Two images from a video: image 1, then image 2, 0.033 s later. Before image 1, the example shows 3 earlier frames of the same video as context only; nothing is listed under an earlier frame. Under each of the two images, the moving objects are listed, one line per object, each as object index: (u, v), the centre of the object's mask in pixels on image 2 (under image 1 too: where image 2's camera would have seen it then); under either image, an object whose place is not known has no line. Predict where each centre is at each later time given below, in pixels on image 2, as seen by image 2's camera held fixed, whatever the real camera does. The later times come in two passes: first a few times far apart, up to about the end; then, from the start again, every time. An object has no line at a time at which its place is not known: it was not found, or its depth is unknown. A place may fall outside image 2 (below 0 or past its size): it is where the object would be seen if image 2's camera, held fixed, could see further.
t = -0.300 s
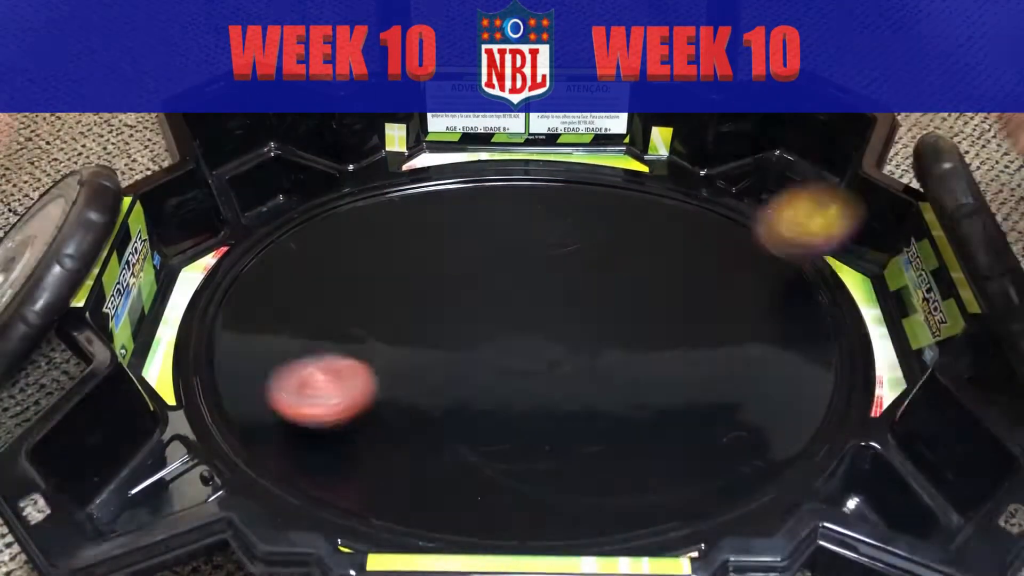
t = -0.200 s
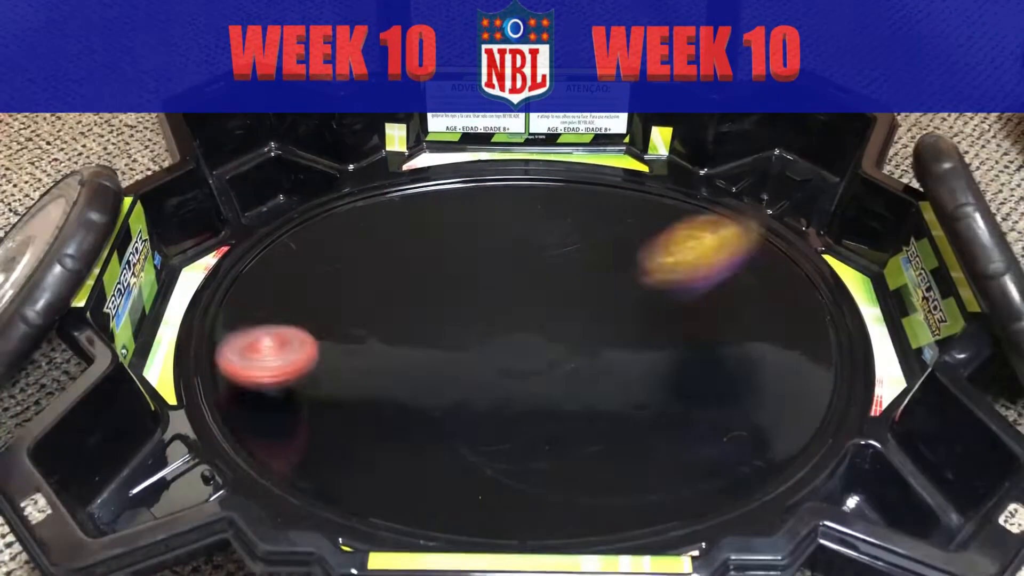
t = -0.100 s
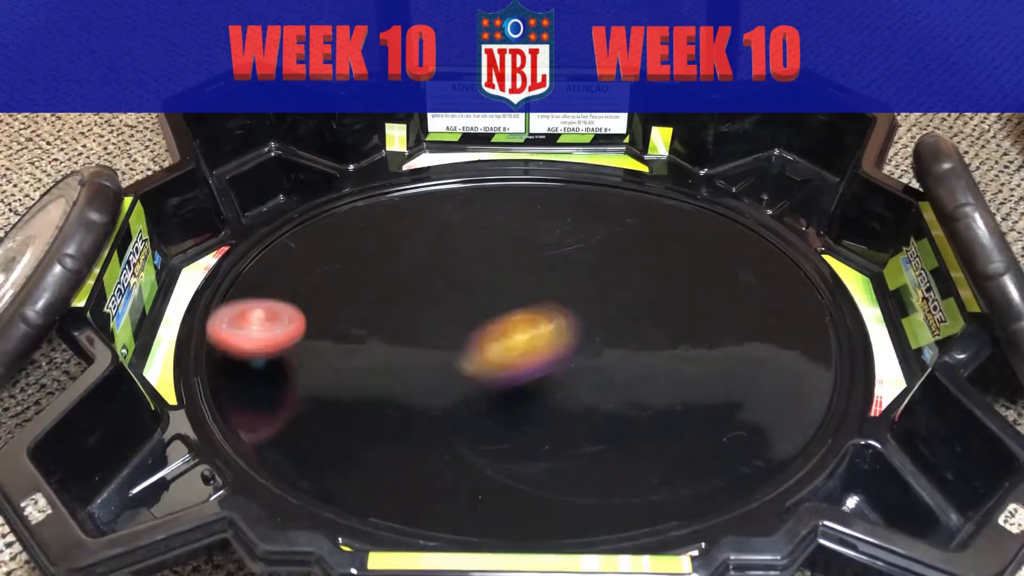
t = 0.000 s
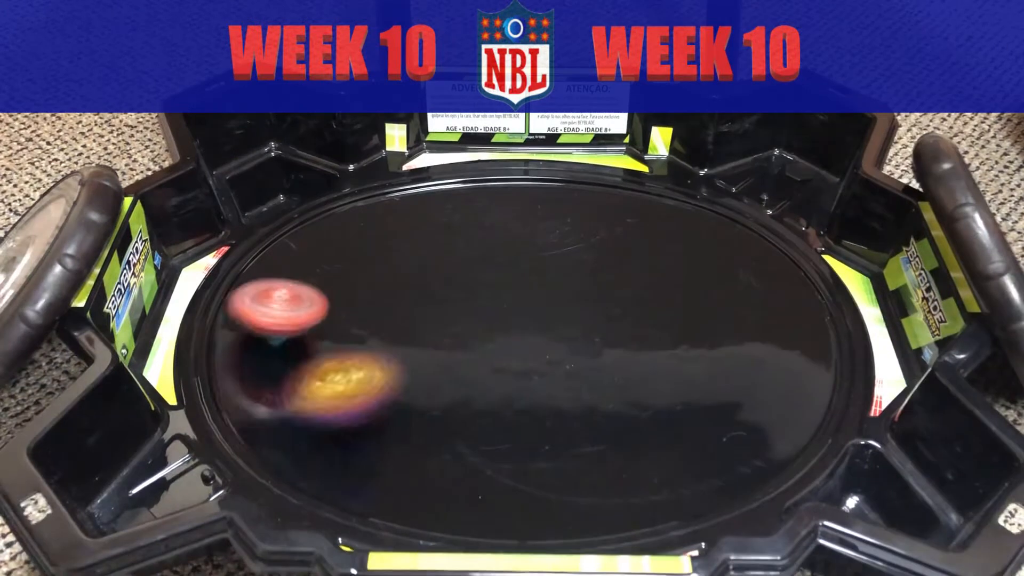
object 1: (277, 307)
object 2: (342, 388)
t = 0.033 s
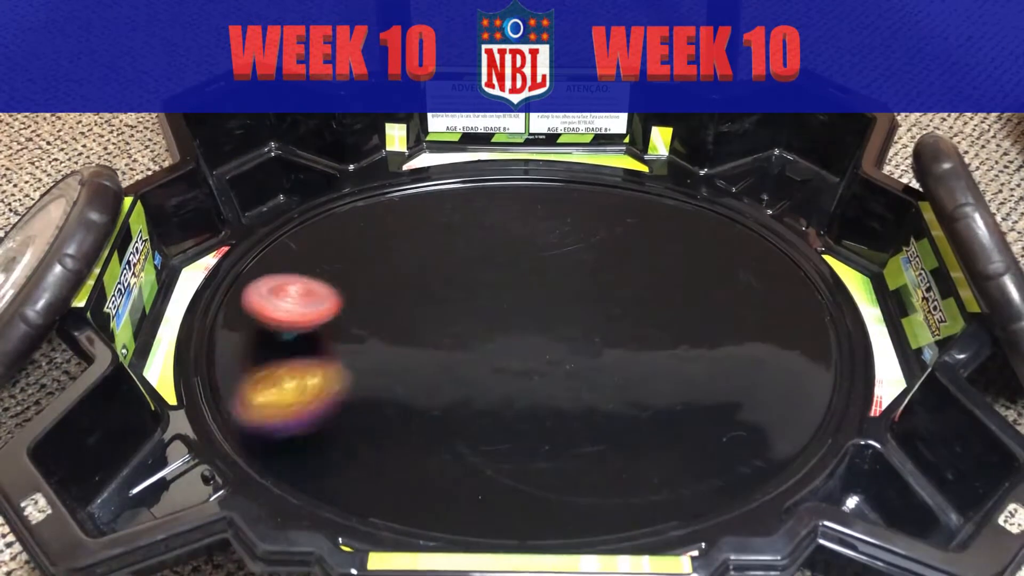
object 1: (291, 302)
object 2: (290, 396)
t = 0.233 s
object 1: (412, 292)
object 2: (345, 453)
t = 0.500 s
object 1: (585, 298)
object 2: (776, 355)
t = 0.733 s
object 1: (647, 302)
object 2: (746, 213)
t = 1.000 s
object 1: (601, 308)
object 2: (443, 223)
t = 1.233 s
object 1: (548, 326)
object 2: (221, 368)
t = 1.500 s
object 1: (565, 350)
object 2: (542, 477)
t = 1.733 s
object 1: (591, 383)
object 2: (714, 296)
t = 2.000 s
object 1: (572, 391)
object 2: (555, 172)
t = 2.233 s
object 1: (525, 360)
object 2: (317, 249)
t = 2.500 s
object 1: (466, 320)
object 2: (356, 439)
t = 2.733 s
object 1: (443, 309)
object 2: (692, 407)
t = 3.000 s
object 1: (471, 314)
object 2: (716, 191)
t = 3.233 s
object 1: (531, 313)
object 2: (463, 210)
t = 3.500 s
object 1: (573, 327)
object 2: (347, 381)
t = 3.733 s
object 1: (584, 343)
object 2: (572, 470)
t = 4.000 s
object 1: (571, 349)
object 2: (765, 312)
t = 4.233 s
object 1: (525, 349)
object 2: (607, 196)
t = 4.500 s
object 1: (482, 339)
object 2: (357, 263)
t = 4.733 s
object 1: (472, 313)
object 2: (356, 423)
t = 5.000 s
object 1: (486, 301)
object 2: (619, 417)
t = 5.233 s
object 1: (517, 311)
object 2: (645, 265)
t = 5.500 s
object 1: (562, 320)
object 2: (460, 228)
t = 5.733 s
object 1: (573, 339)
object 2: (388, 342)
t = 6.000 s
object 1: (587, 337)
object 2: (538, 408)
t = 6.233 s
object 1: (588, 291)
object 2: (596, 400)
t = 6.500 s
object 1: (551, 266)
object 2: (558, 351)
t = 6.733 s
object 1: (546, 253)
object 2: (444, 358)
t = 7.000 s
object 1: (547, 285)
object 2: (405, 386)
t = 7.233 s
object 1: (562, 321)
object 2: (473, 354)
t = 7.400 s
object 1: (665, 307)
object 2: (394, 334)
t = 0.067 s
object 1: (306, 299)
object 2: (244, 402)
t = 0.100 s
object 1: (324, 295)
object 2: (206, 393)
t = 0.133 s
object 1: (344, 294)
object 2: (189, 395)
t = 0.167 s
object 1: (365, 294)
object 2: (230, 414)
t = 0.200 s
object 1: (388, 293)
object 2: (282, 445)
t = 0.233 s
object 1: (412, 292)
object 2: (345, 453)
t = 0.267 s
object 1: (435, 292)
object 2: (413, 460)
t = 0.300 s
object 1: (459, 292)
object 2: (477, 457)
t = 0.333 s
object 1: (483, 293)
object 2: (543, 450)
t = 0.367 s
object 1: (507, 293)
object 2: (605, 438)
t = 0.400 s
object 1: (529, 294)
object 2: (660, 422)
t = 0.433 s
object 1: (550, 296)
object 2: (707, 403)
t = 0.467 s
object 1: (569, 296)
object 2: (744, 380)
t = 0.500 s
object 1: (585, 298)
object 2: (776, 355)
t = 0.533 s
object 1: (602, 300)
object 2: (795, 331)
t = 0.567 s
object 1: (615, 301)
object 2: (805, 308)
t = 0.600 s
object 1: (627, 302)
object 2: (806, 285)
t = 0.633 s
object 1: (636, 302)
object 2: (800, 263)
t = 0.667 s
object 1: (642, 302)
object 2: (788, 243)
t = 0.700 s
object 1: (646, 303)
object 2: (770, 226)
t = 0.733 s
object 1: (647, 302)
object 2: (746, 213)
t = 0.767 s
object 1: (646, 303)
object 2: (717, 204)
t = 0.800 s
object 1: (643, 304)
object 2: (686, 197)
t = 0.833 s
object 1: (639, 303)
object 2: (651, 193)
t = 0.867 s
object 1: (634, 304)
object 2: (611, 194)
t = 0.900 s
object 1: (627, 303)
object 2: (569, 197)
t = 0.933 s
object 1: (619, 305)
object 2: (527, 204)
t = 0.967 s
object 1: (611, 306)
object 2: (485, 213)
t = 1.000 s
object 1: (601, 308)
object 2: (443, 223)
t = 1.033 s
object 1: (593, 309)
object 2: (399, 237)
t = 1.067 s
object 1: (582, 311)
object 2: (357, 254)
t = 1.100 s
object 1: (573, 313)
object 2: (317, 273)
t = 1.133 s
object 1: (565, 316)
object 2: (280, 295)
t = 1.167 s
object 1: (558, 318)
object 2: (247, 319)
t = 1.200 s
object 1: (552, 322)
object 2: (222, 345)
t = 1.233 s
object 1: (548, 326)
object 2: (221, 368)
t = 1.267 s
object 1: (546, 328)
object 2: (243, 394)
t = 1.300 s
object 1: (545, 331)
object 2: (272, 425)
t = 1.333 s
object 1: (545, 333)
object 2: (304, 448)
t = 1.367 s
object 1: (546, 335)
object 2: (343, 466)
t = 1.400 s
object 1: (549, 337)
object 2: (390, 478)
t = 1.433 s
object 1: (554, 341)
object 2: (441, 485)
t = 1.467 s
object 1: (559, 346)
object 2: (493, 484)
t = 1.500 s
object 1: (565, 350)
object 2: (542, 477)
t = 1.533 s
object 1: (570, 355)
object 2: (587, 462)
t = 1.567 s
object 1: (575, 360)
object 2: (624, 444)
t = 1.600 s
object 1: (578, 365)
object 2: (658, 419)
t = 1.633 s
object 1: (582, 370)
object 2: (685, 389)
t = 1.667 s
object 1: (585, 374)
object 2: (702, 358)
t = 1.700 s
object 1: (588, 379)
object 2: (712, 327)
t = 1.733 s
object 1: (591, 383)
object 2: (714, 296)
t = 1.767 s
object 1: (592, 386)
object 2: (710, 264)
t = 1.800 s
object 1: (592, 389)
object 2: (700, 236)
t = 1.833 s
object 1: (591, 391)
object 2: (686, 211)
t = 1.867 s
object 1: (589, 392)
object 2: (669, 191)
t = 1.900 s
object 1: (586, 393)
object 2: (649, 173)
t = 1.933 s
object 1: (583, 393)
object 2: (620, 163)
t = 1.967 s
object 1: (578, 392)
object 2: (589, 166)
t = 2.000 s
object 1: (572, 391)
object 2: (555, 172)
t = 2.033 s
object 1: (566, 388)
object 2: (521, 180)
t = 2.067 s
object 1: (559, 385)
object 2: (487, 188)
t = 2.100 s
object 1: (552, 381)
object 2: (449, 197)
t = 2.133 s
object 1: (546, 376)
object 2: (414, 205)
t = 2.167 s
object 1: (539, 371)
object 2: (377, 216)
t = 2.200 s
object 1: (532, 365)
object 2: (345, 231)
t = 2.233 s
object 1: (525, 360)
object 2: (317, 249)
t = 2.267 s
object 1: (518, 354)
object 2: (293, 269)
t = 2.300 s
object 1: (511, 349)
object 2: (279, 291)
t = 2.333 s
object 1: (504, 344)
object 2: (268, 316)
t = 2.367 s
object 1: (495, 339)
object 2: (265, 343)
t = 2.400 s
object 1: (487, 334)
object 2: (275, 371)
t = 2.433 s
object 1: (478, 330)
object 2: (294, 397)
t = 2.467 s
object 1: (471, 325)
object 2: (323, 420)
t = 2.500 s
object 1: (466, 320)
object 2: (356, 439)
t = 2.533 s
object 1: (461, 316)
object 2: (401, 454)
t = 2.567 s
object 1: (456, 313)
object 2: (452, 461)
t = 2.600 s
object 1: (452, 310)
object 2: (504, 463)
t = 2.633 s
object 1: (448, 308)
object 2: (555, 459)
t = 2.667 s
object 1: (446, 308)
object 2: (607, 447)
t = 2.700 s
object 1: (444, 308)
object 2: (654, 427)
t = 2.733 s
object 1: (443, 309)
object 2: (692, 407)
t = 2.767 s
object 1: (443, 310)
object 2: (726, 378)
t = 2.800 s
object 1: (443, 312)
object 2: (751, 346)
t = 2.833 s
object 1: (444, 313)
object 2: (767, 317)
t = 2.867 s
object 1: (447, 314)
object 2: (775, 284)
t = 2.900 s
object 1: (452, 314)
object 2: (774, 256)
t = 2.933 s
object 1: (458, 314)
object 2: (767, 226)
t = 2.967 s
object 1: (464, 314)
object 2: (752, 201)
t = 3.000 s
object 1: (471, 314)
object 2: (716, 191)
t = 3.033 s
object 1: (479, 313)
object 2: (678, 193)
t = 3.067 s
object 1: (488, 313)
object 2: (638, 191)
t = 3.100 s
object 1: (496, 313)
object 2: (601, 192)
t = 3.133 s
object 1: (505, 314)
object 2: (567, 191)
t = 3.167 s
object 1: (513, 314)
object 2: (530, 194)
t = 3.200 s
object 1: (522, 313)
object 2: (495, 201)
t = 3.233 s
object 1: (531, 313)
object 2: (463, 210)
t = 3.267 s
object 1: (540, 312)
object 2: (433, 223)
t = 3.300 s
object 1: (547, 313)
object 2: (408, 238)
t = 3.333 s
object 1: (554, 313)
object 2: (381, 259)
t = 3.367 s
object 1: (559, 315)
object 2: (364, 280)
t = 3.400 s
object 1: (563, 317)
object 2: (350, 303)
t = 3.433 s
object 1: (567, 320)
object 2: (341, 330)
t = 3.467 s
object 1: (570, 323)
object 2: (343, 355)
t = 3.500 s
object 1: (573, 327)
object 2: (347, 381)
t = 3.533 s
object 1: (576, 331)
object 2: (361, 405)
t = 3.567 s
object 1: (578, 334)
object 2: (382, 425)
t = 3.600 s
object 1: (579, 336)
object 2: (412, 445)
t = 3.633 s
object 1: (581, 339)
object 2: (446, 457)
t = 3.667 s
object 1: (582, 340)
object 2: (485, 467)
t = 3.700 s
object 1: (583, 342)
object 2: (527, 471)
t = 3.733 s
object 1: (584, 343)
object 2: (572, 470)
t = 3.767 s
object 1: (584, 344)
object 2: (617, 462)
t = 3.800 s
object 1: (584, 346)
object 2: (656, 452)
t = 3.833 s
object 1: (583, 347)
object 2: (692, 435)
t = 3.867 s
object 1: (582, 347)
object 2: (721, 414)
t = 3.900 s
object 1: (580, 348)
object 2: (744, 390)
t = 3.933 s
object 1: (578, 349)
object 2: (758, 364)
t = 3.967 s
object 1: (575, 349)
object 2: (765, 338)
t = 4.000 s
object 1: (571, 349)
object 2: (765, 312)
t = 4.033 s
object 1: (566, 350)
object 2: (756, 287)
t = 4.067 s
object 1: (561, 350)
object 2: (742, 263)
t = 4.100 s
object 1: (554, 350)
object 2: (722, 244)
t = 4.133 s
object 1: (546, 350)
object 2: (698, 226)
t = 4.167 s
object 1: (539, 349)
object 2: (670, 212)
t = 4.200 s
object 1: (532, 348)
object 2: (640, 202)
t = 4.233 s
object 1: (525, 349)
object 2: (607, 196)
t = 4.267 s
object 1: (518, 349)
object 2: (574, 193)
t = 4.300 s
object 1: (512, 349)
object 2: (541, 194)
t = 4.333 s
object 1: (506, 349)
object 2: (507, 198)
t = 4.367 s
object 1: (500, 348)
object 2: (474, 206)
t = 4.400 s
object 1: (494, 347)
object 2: (442, 217)
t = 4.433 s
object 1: (490, 345)
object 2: (410, 228)
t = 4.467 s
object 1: (485, 343)
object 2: (382, 244)
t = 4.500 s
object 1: (482, 339)
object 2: (357, 263)
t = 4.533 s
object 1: (479, 336)
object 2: (338, 285)
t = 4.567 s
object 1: (477, 331)
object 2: (322, 310)
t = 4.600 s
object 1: (475, 327)
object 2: (316, 333)
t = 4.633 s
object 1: (473, 323)
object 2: (314, 360)
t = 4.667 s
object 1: (472, 319)
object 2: (321, 383)
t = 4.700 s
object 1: (472, 316)
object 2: (336, 405)
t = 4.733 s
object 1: (472, 313)
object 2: (356, 423)
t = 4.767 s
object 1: (473, 310)
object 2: (383, 439)
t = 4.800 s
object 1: (474, 307)
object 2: (414, 450)
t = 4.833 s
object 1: (475, 305)
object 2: (450, 457)
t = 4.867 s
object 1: (477, 304)
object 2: (489, 458)
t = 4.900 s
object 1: (479, 303)
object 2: (523, 456)
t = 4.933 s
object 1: (481, 302)
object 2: (559, 448)
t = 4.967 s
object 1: (483, 302)
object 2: (594, 433)
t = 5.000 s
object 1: (486, 301)
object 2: (619, 417)
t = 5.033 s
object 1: (489, 301)
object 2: (641, 398)
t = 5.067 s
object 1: (493, 302)
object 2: (658, 373)
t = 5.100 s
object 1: (496, 303)
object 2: (666, 351)
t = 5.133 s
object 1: (501, 305)
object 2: (668, 327)
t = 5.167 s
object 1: (505, 307)
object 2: (666, 304)
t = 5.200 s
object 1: (511, 310)
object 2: (658, 283)
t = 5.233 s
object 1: (517, 311)
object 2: (645, 265)
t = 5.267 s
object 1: (523, 313)
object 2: (629, 247)
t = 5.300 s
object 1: (529, 314)
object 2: (610, 234)
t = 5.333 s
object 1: (535, 315)
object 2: (589, 224)
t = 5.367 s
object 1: (541, 316)
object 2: (565, 217)
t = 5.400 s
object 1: (548, 316)
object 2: (537, 214)
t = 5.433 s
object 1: (553, 317)
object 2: (513, 215)
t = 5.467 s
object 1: (558, 318)
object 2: (485, 219)
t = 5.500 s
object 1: (562, 320)
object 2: (460, 228)
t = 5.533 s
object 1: (565, 322)
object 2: (437, 237)
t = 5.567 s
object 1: (568, 325)
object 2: (416, 251)
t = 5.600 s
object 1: (570, 328)
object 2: (401, 267)
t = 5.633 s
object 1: (572, 331)
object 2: (389, 285)
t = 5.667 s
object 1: (573, 334)
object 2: (383, 304)
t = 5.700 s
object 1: (574, 336)
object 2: (383, 322)
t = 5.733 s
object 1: (573, 339)
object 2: (388, 342)
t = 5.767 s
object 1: (573, 341)
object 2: (399, 359)
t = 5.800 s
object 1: (573, 343)
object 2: (414, 373)
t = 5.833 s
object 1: (572, 345)
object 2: (434, 387)
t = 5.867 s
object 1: (571, 346)
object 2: (459, 396)
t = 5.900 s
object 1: (570, 348)
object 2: (483, 400)
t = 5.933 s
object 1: (569, 348)
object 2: (508, 402)
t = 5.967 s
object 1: (578, 343)
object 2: (524, 407)
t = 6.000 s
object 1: (587, 337)
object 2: (538, 408)
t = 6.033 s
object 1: (592, 332)
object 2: (552, 407)
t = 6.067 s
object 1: (594, 328)
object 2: (565, 405)
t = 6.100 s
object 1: (594, 326)
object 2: (577, 400)
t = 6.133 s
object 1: (592, 324)
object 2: (587, 395)
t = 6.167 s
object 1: (591, 315)
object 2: (591, 395)
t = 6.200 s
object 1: (590, 302)
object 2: (593, 399)
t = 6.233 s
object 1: (588, 291)
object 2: (596, 400)
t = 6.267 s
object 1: (585, 283)
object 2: (598, 399)
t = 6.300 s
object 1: (581, 278)
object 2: (599, 396)
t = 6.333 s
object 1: (576, 274)
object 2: (597, 391)
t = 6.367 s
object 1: (571, 270)
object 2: (594, 384)
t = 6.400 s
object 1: (565, 268)
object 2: (588, 377)
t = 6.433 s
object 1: (560, 266)
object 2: (579, 369)
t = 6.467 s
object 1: (555, 265)
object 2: (569, 360)
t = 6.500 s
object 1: (551, 266)
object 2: (558, 351)
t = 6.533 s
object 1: (547, 267)
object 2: (545, 343)
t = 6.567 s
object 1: (544, 268)
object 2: (531, 337)
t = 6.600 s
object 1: (544, 265)
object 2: (513, 338)
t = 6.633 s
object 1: (546, 259)
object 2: (494, 343)
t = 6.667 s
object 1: (546, 256)
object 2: (476, 348)
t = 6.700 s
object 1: (546, 254)
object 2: (459, 353)
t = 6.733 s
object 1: (546, 253)
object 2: (444, 358)
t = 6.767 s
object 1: (545, 254)
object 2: (431, 362)
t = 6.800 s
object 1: (545, 257)
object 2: (420, 366)
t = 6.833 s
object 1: (545, 260)
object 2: (411, 370)
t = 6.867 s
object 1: (545, 264)
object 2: (404, 374)
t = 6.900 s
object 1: (546, 268)
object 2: (400, 377)
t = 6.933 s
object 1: (546, 273)
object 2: (400, 381)
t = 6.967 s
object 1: (546, 279)
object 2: (401, 384)
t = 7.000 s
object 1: (547, 285)
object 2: (405, 386)
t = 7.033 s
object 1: (547, 290)
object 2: (413, 387)
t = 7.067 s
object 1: (548, 296)
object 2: (422, 387)
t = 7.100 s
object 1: (548, 301)
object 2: (435, 384)
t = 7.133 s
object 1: (549, 307)
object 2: (448, 379)
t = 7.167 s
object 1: (550, 313)
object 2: (460, 371)
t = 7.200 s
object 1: (551, 318)
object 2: (472, 363)
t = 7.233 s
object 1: (562, 321)
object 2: (473, 354)
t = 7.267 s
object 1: (590, 318)
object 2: (453, 351)
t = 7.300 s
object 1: (616, 314)
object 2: (435, 346)
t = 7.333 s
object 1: (637, 311)
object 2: (419, 342)
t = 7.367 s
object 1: (653, 309)
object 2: (405, 338)
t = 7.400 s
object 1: (665, 307)
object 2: (394, 334)
